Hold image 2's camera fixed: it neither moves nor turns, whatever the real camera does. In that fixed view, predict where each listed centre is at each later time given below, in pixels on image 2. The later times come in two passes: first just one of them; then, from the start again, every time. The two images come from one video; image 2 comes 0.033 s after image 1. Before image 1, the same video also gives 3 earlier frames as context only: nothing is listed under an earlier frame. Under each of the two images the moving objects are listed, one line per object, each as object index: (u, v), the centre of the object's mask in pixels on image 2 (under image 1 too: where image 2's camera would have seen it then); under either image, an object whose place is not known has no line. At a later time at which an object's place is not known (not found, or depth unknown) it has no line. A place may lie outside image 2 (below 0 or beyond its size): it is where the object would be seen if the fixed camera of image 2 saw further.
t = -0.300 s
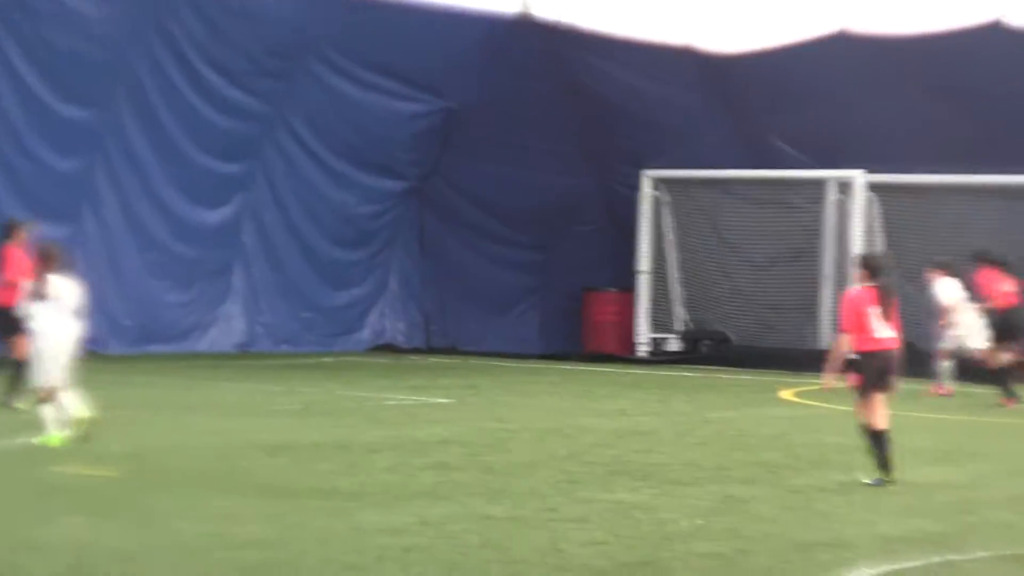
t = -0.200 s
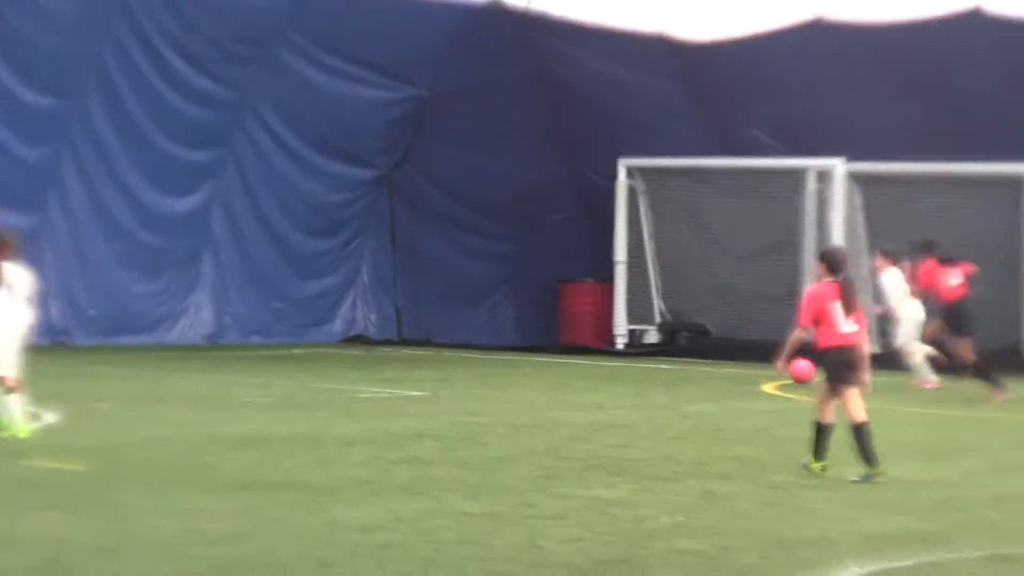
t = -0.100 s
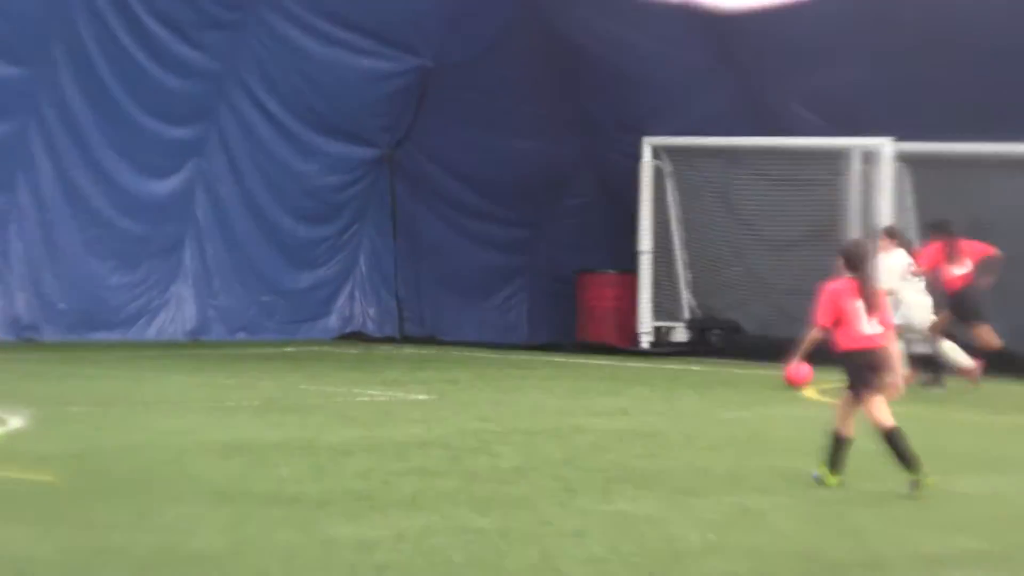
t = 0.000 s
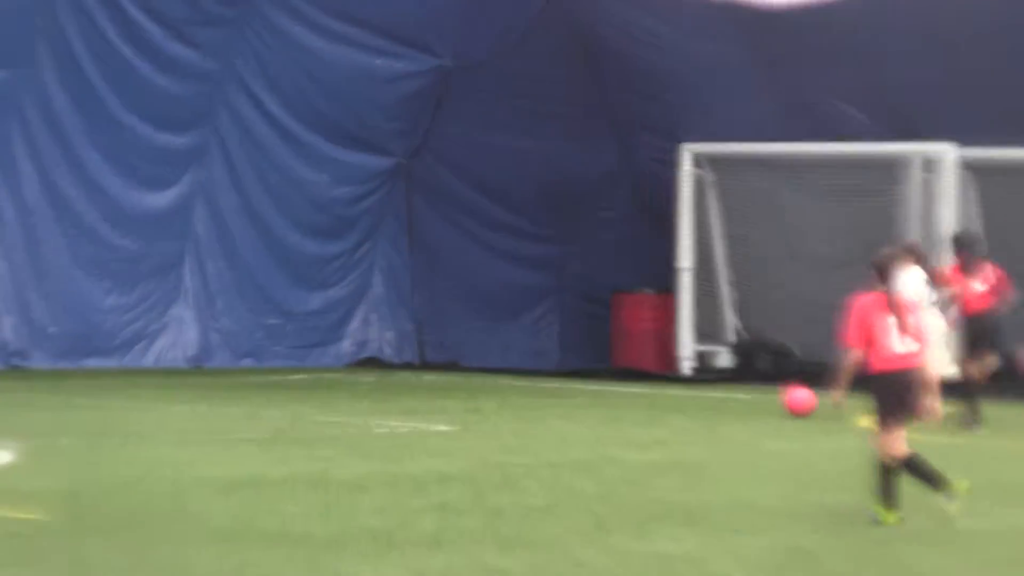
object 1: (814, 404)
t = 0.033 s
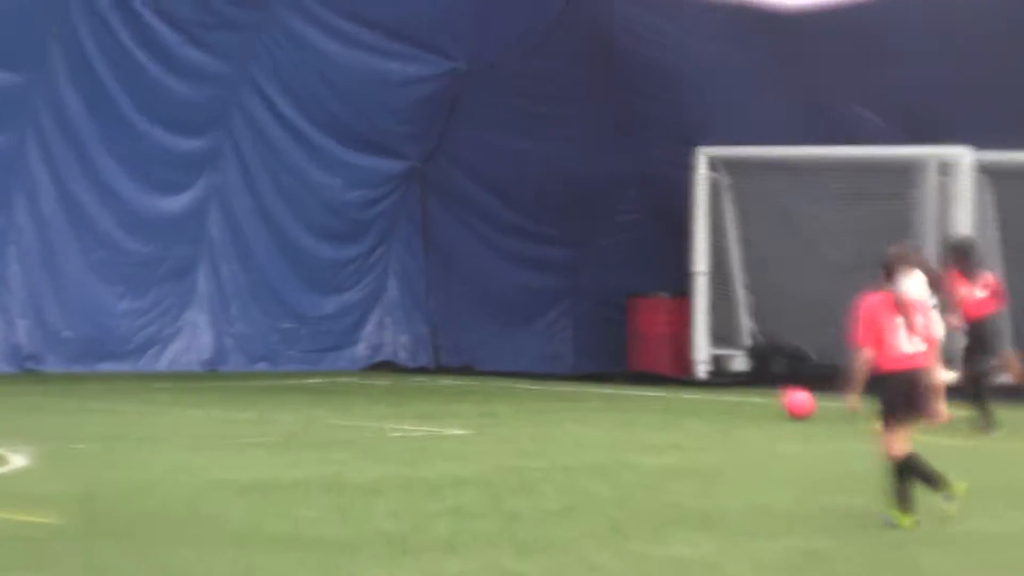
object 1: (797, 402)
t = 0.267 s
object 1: (687, 396)
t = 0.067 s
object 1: (782, 400)
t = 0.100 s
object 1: (764, 398)
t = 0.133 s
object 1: (748, 398)
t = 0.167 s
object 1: (732, 400)
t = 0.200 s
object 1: (716, 399)
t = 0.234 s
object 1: (701, 398)
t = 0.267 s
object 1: (687, 396)
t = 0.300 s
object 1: (671, 395)
